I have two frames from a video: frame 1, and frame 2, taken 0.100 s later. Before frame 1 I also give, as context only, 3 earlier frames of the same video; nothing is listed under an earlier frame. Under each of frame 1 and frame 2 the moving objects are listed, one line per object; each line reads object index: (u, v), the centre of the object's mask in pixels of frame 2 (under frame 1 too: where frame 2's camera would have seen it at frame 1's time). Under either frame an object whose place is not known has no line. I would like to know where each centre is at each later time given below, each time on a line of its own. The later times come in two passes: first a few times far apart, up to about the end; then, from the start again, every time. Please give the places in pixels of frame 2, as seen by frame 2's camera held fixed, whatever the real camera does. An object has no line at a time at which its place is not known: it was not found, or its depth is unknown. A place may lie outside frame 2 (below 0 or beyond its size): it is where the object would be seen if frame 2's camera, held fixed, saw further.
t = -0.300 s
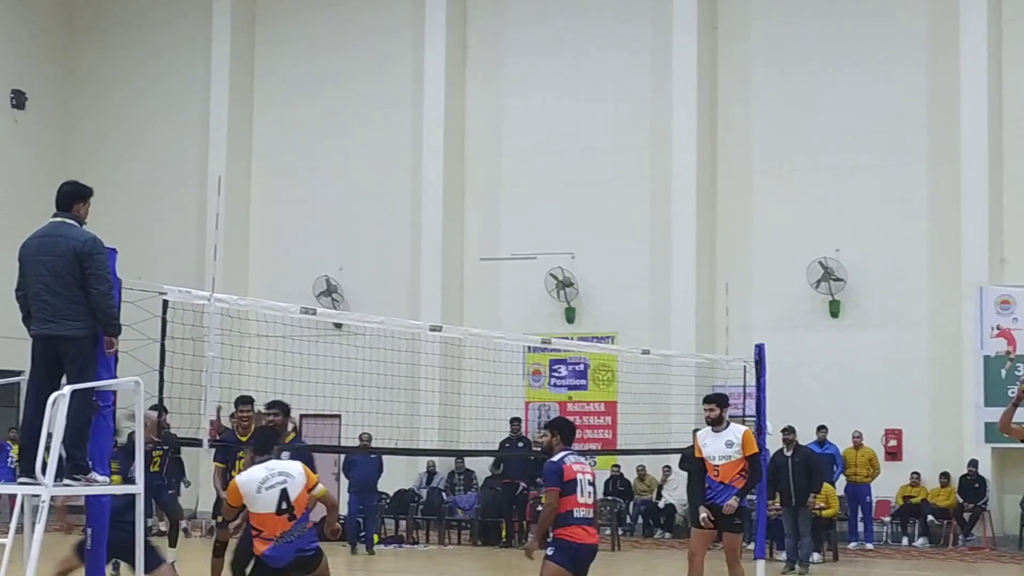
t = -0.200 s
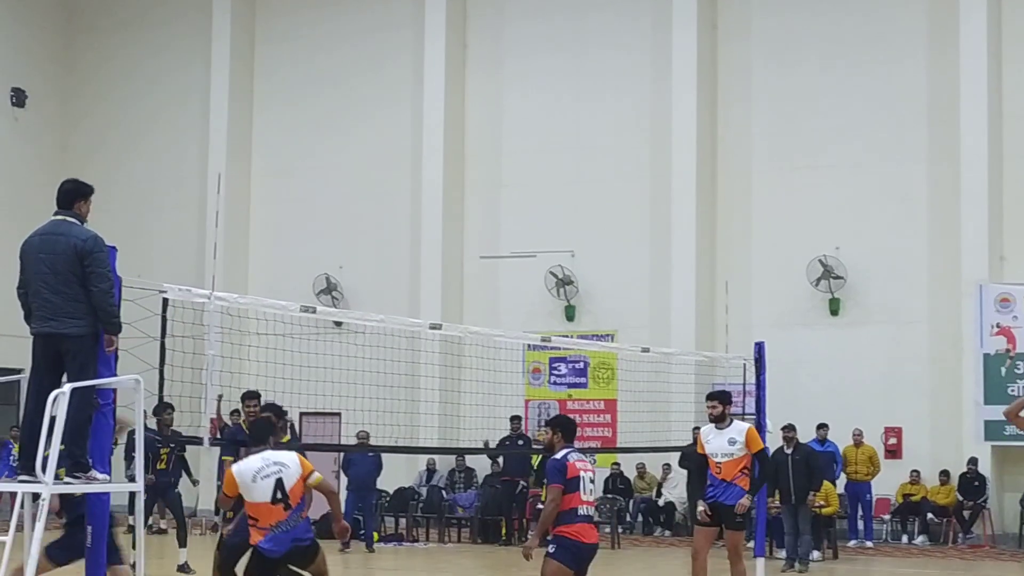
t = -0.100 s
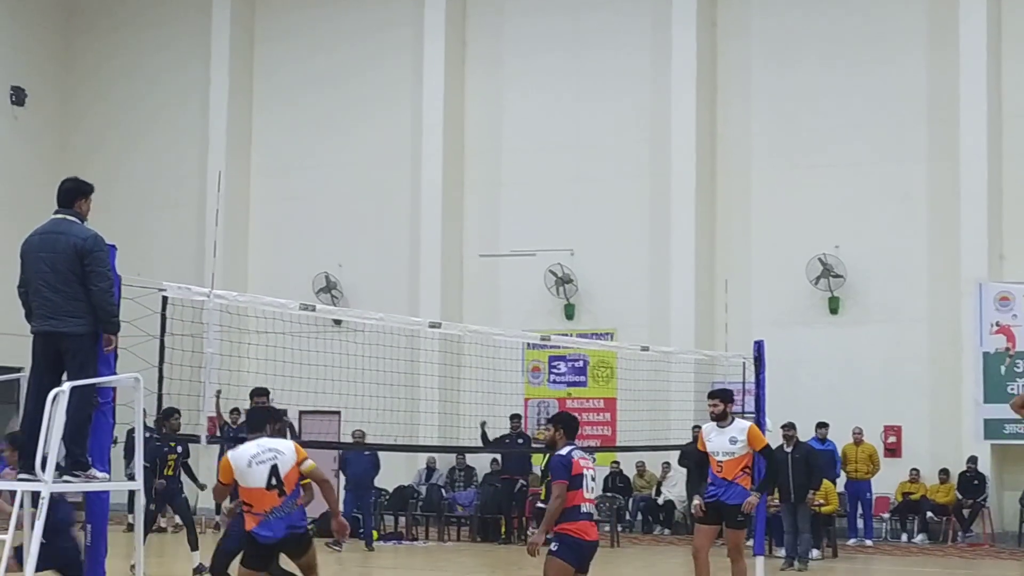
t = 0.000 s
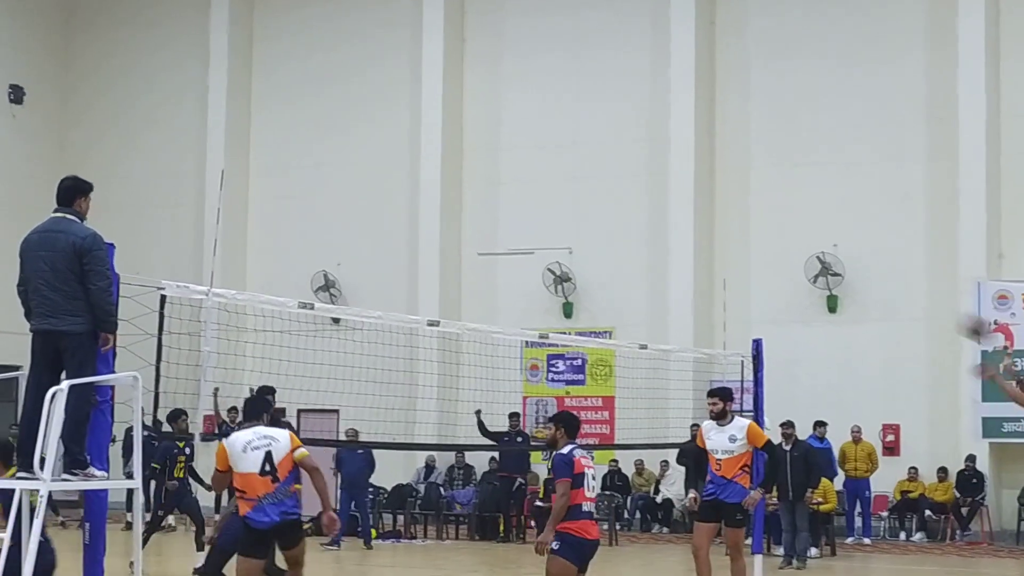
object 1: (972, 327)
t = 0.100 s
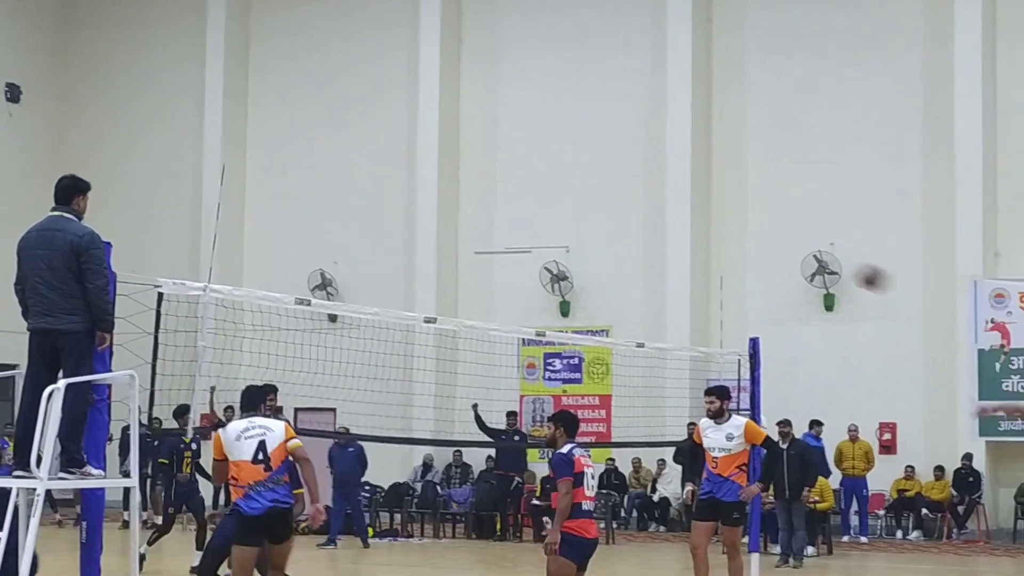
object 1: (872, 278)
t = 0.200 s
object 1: (778, 245)
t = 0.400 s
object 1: (615, 221)
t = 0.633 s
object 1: (454, 250)
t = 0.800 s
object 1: (353, 298)
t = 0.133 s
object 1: (841, 265)
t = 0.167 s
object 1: (806, 253)
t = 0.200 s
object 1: (778, 245)
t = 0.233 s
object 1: (748, 237)
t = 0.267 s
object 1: (720, 231)
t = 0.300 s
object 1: (692, 226)
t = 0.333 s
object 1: (665, 223)
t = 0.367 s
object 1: (640, 221)
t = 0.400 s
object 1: (615, 221)
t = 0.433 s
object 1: (590, 222)
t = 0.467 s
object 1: (566, 224)
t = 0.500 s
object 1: (542, 227)
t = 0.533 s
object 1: (519, 231)
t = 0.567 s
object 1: (497, 237)
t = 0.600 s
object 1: (475, 243)
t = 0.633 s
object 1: (454, 250)
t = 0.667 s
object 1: (433, 259)
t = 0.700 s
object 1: (411, 268)
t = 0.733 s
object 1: (391, 278)
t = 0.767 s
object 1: (372, 289)
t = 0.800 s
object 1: (353, 298)
